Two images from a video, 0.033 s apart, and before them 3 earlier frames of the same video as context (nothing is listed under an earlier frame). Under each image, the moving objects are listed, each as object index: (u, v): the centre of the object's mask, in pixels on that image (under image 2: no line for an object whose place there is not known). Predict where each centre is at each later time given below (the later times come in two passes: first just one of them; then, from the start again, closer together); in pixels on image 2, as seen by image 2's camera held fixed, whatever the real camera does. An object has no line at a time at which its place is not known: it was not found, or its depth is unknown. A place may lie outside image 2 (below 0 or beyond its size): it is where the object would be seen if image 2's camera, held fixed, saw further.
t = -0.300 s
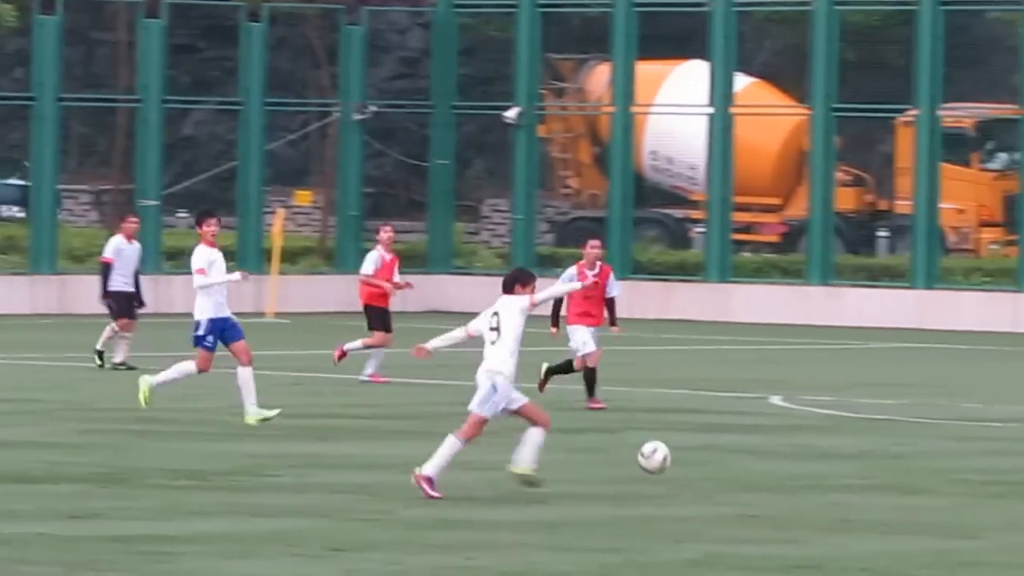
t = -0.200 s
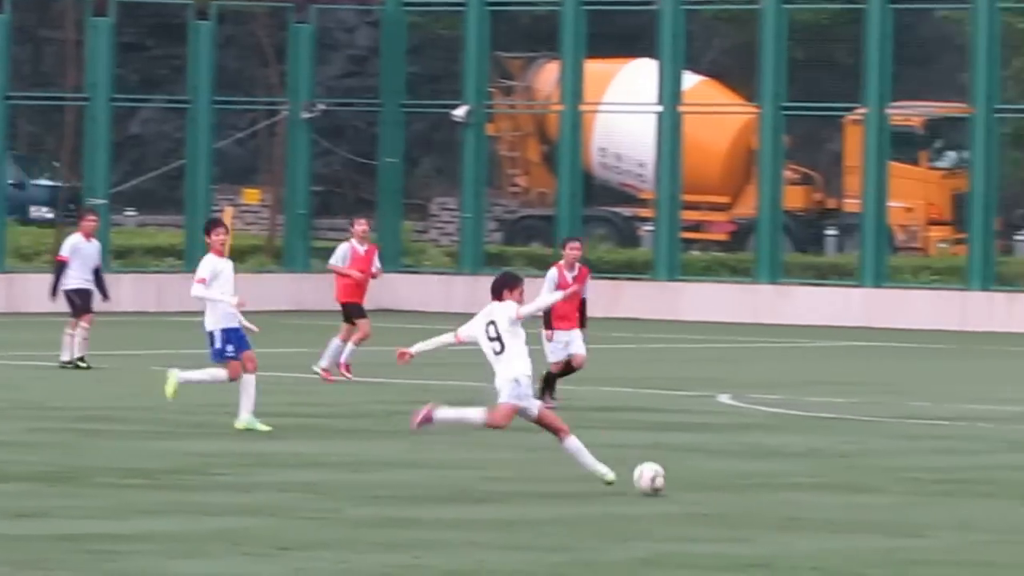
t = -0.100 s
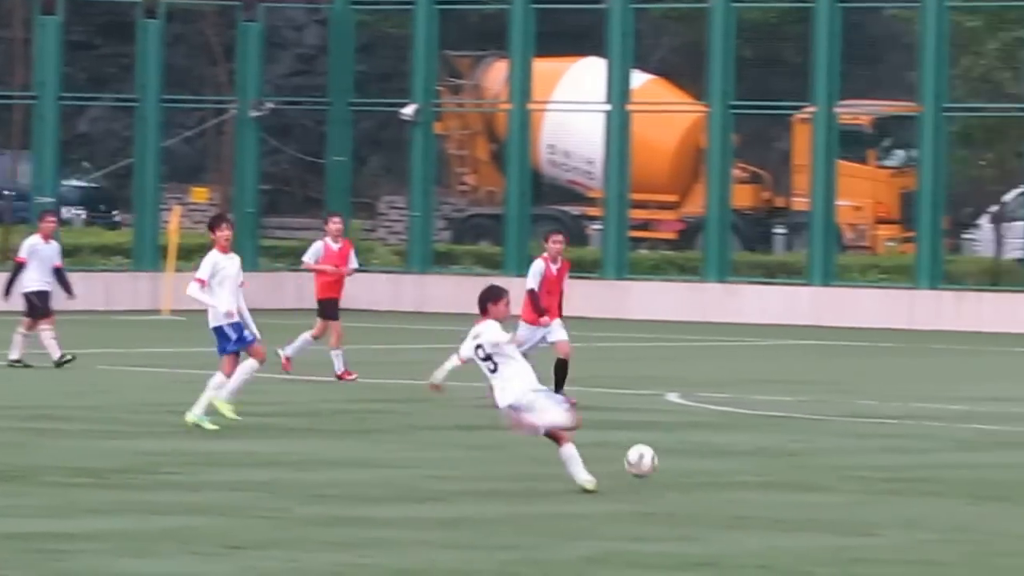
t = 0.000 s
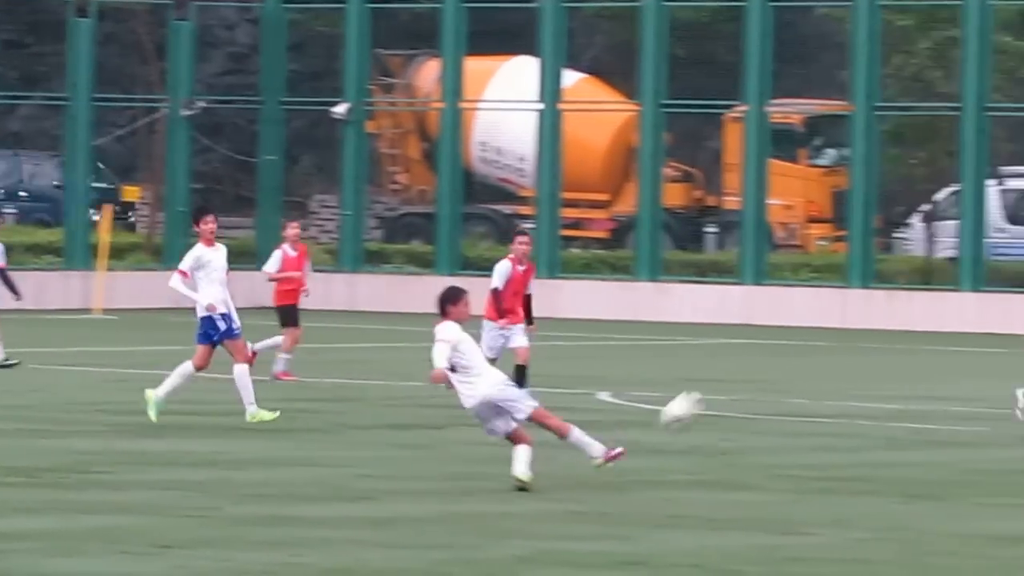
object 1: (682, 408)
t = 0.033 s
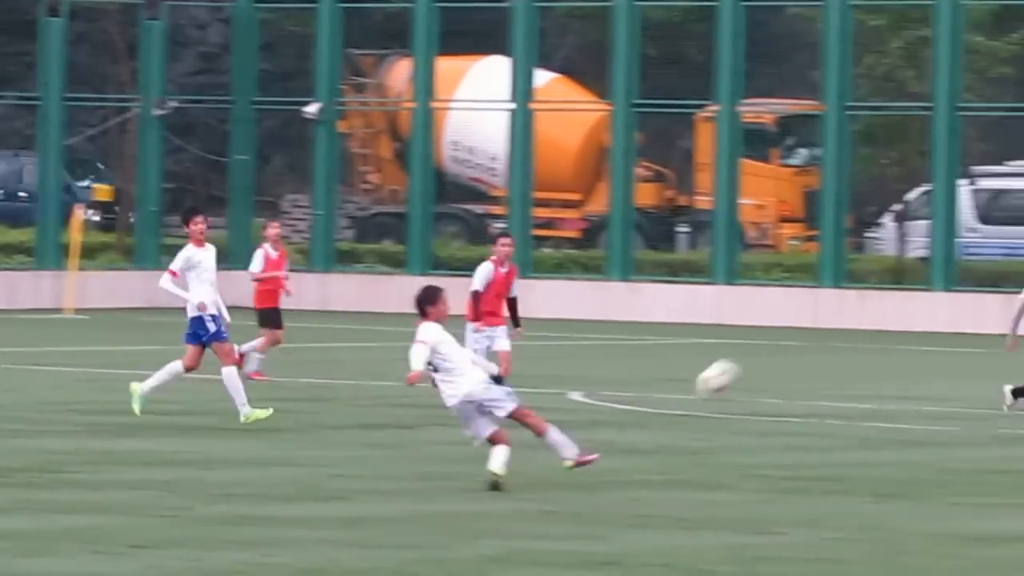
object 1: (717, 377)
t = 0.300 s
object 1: (1171, 179)
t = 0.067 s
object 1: (779, 347)
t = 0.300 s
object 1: (1171, 179)
